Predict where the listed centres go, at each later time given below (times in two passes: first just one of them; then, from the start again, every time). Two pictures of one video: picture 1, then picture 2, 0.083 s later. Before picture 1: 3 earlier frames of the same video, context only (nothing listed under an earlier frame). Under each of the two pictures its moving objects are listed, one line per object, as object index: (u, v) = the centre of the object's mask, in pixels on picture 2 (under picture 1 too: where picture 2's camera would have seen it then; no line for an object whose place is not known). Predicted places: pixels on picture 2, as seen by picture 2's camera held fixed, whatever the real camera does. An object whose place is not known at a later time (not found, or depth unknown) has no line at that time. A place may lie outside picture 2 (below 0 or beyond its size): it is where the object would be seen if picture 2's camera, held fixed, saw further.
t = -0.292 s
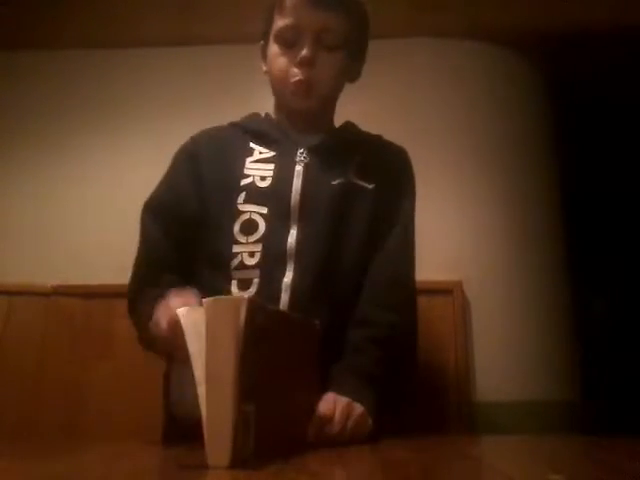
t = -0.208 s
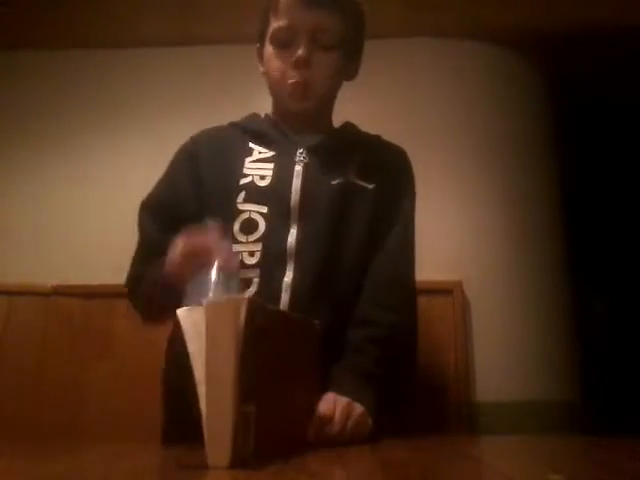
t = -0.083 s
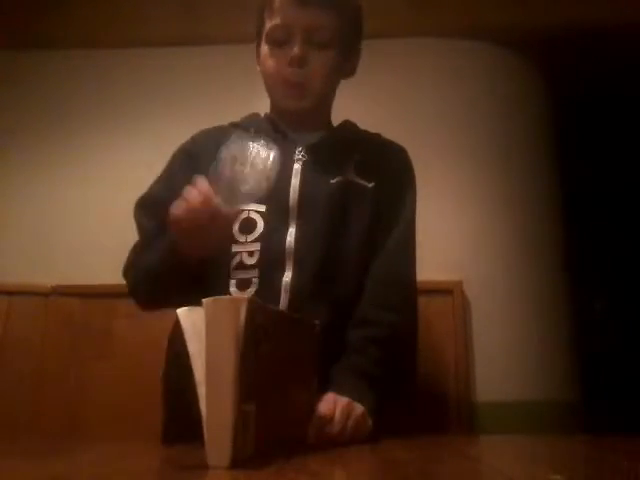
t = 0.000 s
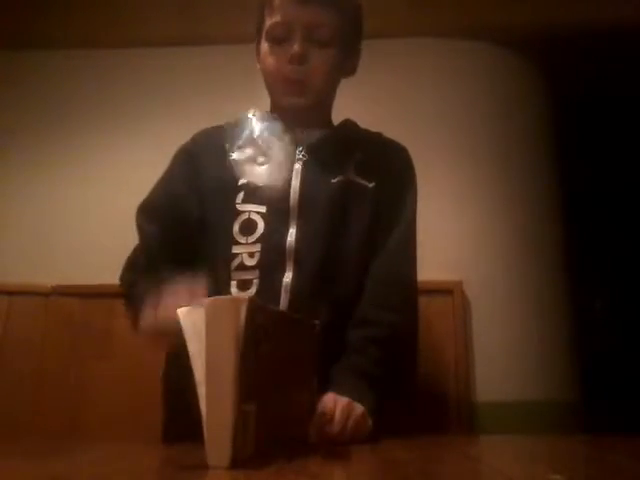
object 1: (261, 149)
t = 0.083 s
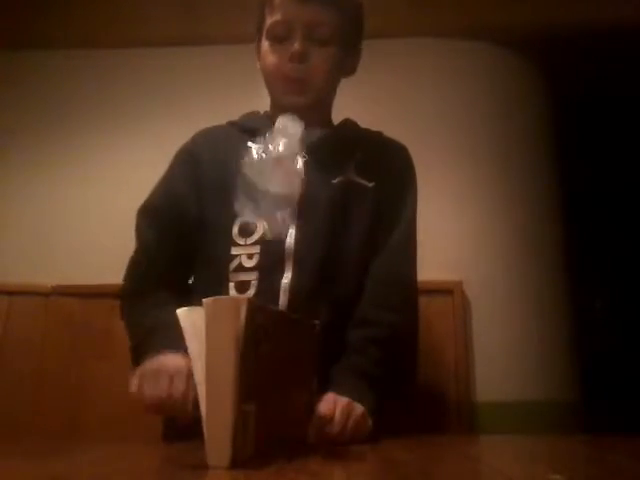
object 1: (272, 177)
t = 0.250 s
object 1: (304, 265)
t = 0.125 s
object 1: (279, 222)
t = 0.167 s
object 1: (283, 260)
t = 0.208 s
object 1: (291, 263)
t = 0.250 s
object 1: (304, 265)
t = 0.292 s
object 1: (322, 274)
